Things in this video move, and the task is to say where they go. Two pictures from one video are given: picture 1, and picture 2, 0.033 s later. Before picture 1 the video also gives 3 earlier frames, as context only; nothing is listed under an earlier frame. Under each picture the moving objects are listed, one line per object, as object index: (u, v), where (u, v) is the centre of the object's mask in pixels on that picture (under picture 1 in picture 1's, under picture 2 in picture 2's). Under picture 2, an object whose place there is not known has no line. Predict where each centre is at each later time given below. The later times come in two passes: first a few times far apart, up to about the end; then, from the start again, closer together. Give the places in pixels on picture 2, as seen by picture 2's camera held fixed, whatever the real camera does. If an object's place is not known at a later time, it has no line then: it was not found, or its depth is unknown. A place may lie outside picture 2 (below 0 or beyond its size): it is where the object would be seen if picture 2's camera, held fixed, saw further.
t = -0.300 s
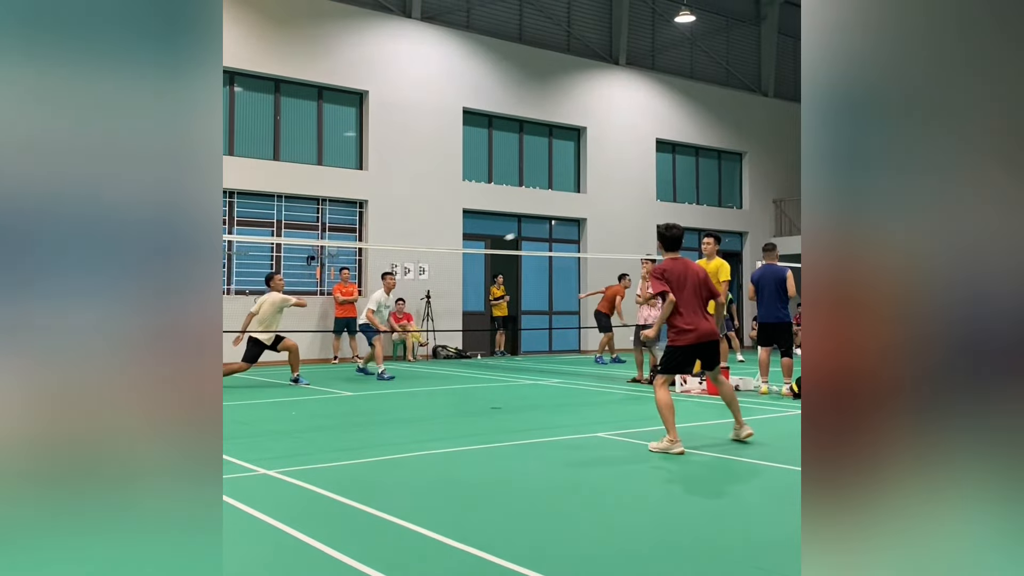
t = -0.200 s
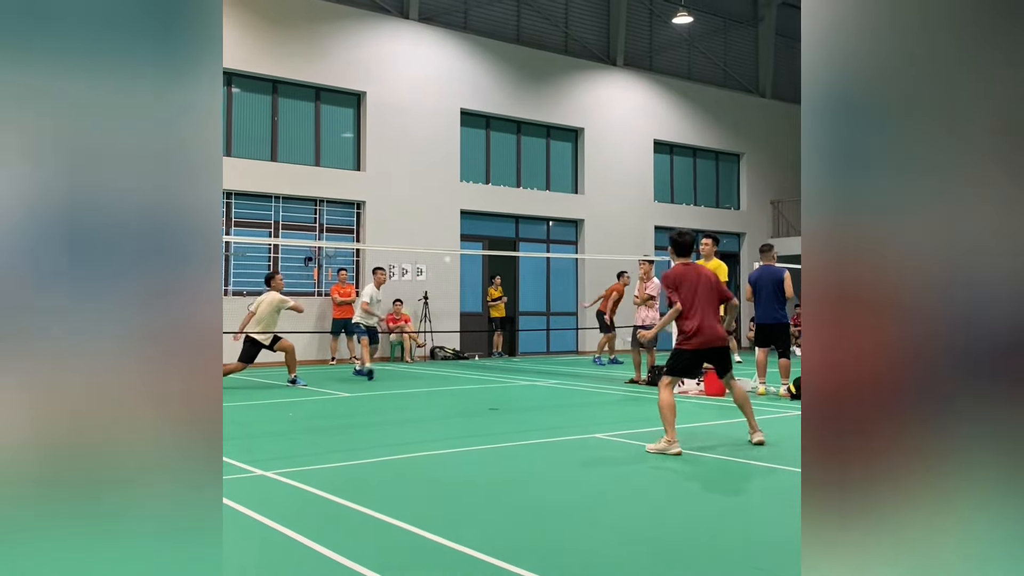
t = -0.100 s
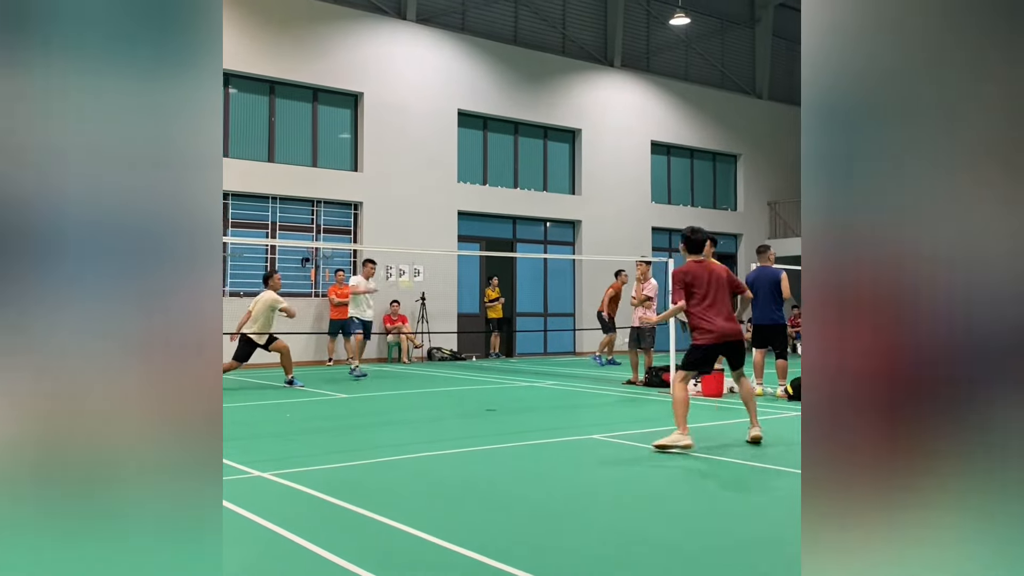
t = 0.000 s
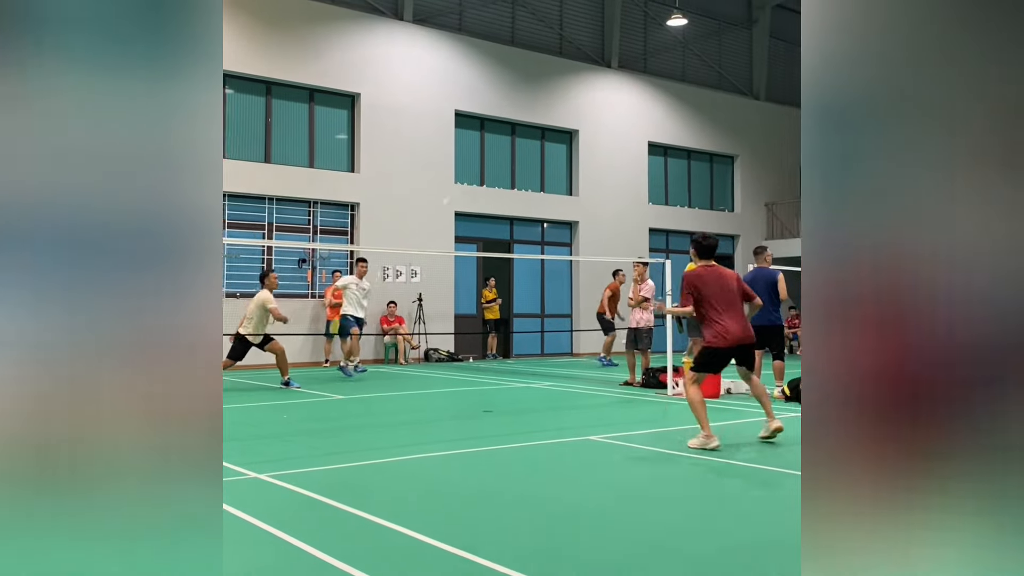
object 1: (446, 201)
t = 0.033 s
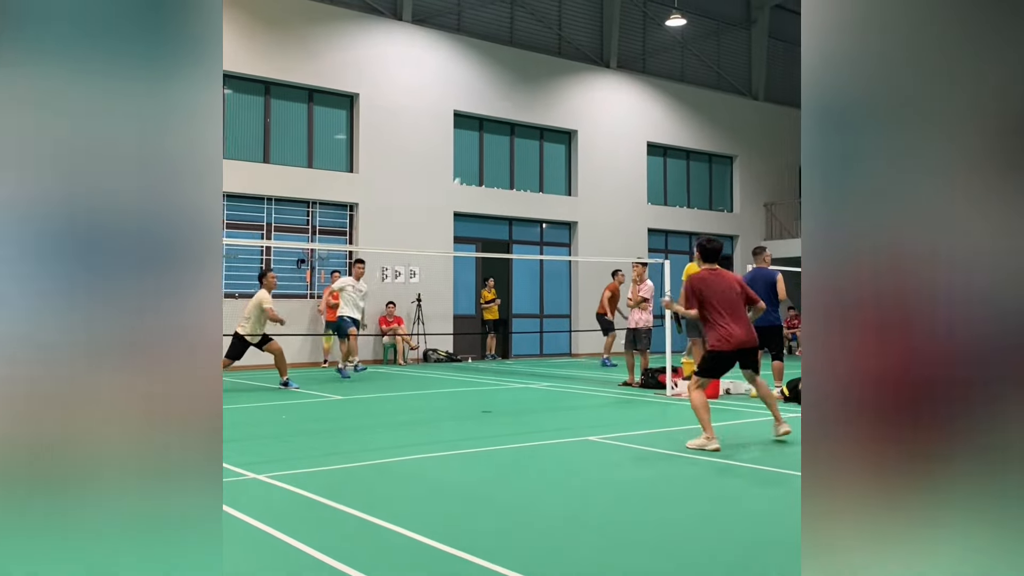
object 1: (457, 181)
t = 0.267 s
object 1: (540, 77)
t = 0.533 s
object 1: (636, 32)
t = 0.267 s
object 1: (540, 77)
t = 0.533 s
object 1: (636, 32)
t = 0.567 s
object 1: (648, 34)
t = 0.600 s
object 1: (661, 38)
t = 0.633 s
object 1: (673, 44)
